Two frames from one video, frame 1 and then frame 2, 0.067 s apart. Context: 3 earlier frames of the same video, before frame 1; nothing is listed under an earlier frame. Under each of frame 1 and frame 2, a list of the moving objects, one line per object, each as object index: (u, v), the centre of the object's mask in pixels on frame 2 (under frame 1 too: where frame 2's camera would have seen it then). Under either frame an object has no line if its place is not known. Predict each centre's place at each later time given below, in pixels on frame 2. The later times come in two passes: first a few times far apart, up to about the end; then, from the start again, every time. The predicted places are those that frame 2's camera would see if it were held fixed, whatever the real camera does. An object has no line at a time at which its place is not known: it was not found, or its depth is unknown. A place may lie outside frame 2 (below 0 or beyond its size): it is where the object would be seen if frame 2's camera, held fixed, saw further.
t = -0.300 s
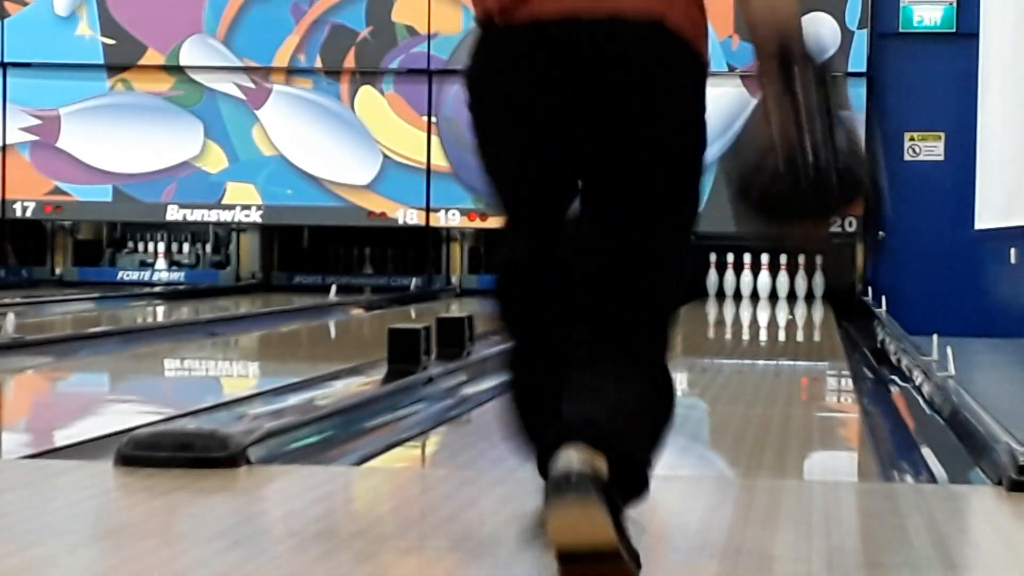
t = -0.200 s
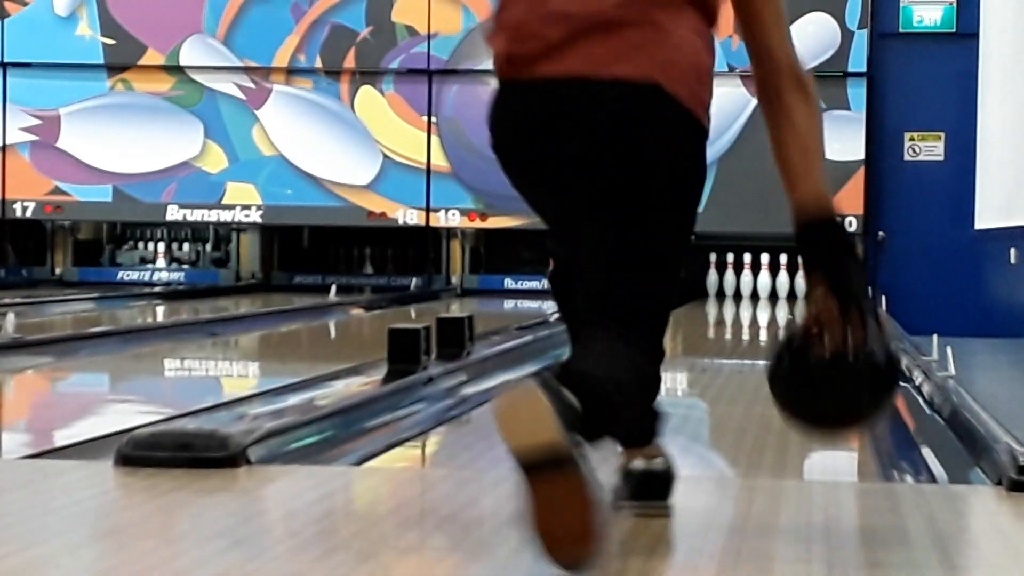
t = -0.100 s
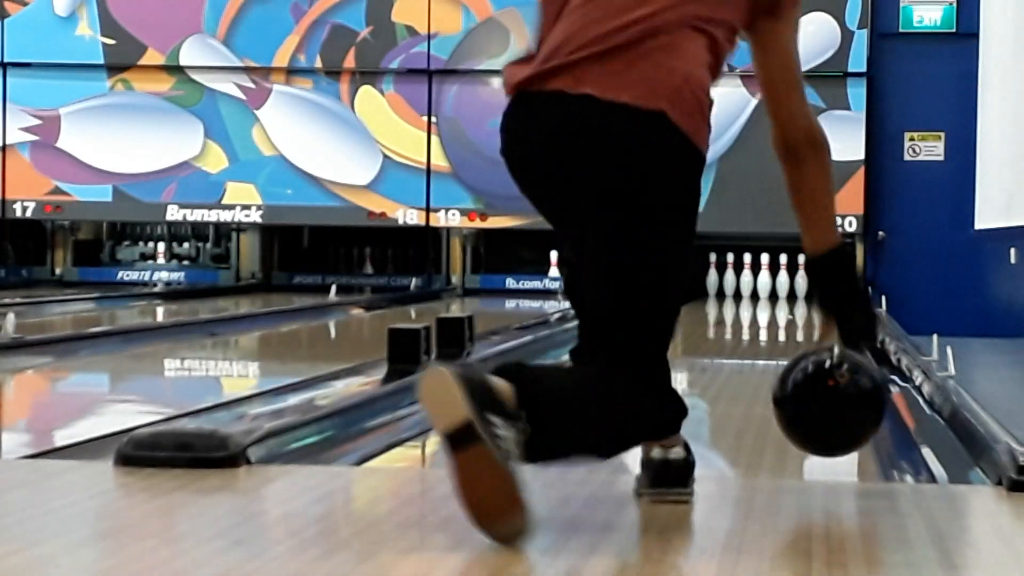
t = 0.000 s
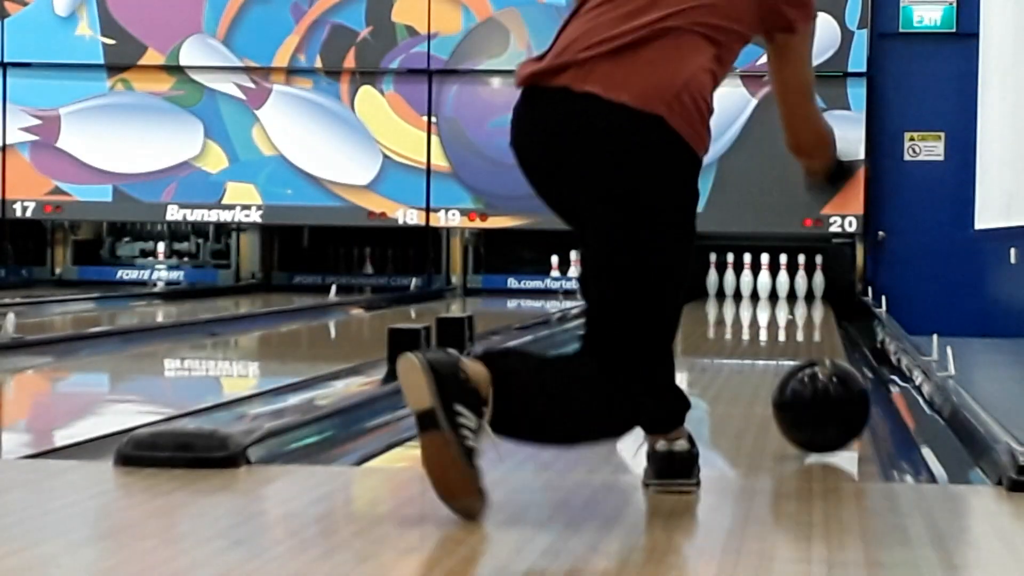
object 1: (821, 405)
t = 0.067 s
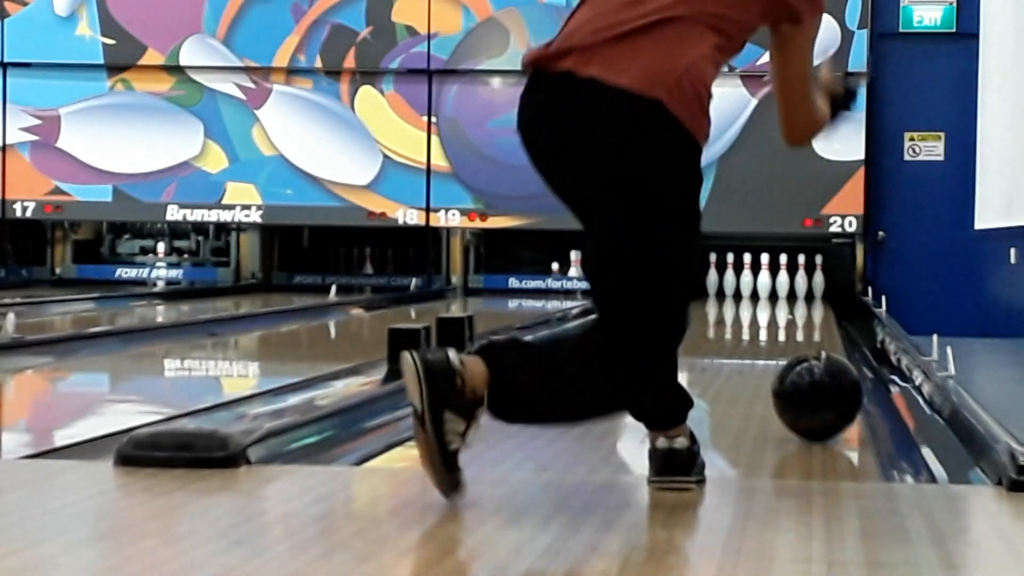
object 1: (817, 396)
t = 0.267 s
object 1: (808, 366)
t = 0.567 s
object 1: (800, 339)
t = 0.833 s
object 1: (795, 323)
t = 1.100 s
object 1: (791, 312)
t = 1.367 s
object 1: (786, 303)
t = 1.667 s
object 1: (781, 296)
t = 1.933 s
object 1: (778, 291)
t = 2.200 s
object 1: (773, 288)
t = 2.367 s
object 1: (773, 286)
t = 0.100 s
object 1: (815, 391)
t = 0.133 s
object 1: (813, 385)
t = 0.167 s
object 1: (812, 380)
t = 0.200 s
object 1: (811, 375)
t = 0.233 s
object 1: (810, 370)
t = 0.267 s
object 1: (808, 366)
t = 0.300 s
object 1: (807, 362)
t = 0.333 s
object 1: (806, 359)
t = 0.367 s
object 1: (805, 355)
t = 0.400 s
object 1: (804, 352)
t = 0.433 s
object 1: (803, 349)
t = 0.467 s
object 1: (802, 346)
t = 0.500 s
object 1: (801, 344)
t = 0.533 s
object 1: (800, 341)
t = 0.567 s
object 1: (800, 339)
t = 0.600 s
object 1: (799, 335)
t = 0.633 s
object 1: (798, 334)
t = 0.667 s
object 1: (797, 331)
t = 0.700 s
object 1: (796, 330)
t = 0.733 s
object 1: (796, 328)
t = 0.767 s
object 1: (796, 326)
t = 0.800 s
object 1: (795, 325)
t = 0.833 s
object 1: (795, 323)
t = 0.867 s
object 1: (794, 321)
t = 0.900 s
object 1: (794, 320)
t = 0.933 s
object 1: (794, 318)
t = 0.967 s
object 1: (794, 317)
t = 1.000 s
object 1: (794, 316)
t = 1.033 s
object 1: (793, 314)
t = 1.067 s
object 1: (792, 314)
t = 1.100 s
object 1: (791, 312)
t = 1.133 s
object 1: (791, 311)
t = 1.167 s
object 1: (790, 310)
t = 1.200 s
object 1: (789, 308)
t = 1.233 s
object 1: (788, 307)
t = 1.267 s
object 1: (787, 306)
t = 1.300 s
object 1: (786, 305)
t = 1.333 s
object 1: (786, 304)
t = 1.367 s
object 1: (786, 303)
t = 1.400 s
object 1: (785, 302)
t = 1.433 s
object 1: (785, 301)
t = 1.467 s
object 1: (785, 301)
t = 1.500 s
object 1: (784, 300)
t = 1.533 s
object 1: (784, 299)
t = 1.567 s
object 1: (783, 298)
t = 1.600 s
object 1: (783, 298)
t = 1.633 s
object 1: (782, 297)
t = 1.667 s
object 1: (781, 296)
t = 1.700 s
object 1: (781, 296)
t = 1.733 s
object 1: (781, 295)
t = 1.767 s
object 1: (780, 294)
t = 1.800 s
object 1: (780, 294)
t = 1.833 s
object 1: (780, 293)
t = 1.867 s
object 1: (780, 292)
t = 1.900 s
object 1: (781, 292)
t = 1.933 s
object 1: (778, 291)
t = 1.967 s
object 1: (778, 291)
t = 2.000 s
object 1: (777, 290)
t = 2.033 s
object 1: (776, 290)
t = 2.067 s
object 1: (776, 289)
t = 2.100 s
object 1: (776, 289)
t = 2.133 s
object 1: (775, 289)
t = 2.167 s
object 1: (774, 288)
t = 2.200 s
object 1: (773, 288)
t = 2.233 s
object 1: (773, 288)
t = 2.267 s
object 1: (772, 287)
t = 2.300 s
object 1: (771, 287)
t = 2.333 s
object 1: (771, 286)
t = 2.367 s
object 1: (773, 286)
